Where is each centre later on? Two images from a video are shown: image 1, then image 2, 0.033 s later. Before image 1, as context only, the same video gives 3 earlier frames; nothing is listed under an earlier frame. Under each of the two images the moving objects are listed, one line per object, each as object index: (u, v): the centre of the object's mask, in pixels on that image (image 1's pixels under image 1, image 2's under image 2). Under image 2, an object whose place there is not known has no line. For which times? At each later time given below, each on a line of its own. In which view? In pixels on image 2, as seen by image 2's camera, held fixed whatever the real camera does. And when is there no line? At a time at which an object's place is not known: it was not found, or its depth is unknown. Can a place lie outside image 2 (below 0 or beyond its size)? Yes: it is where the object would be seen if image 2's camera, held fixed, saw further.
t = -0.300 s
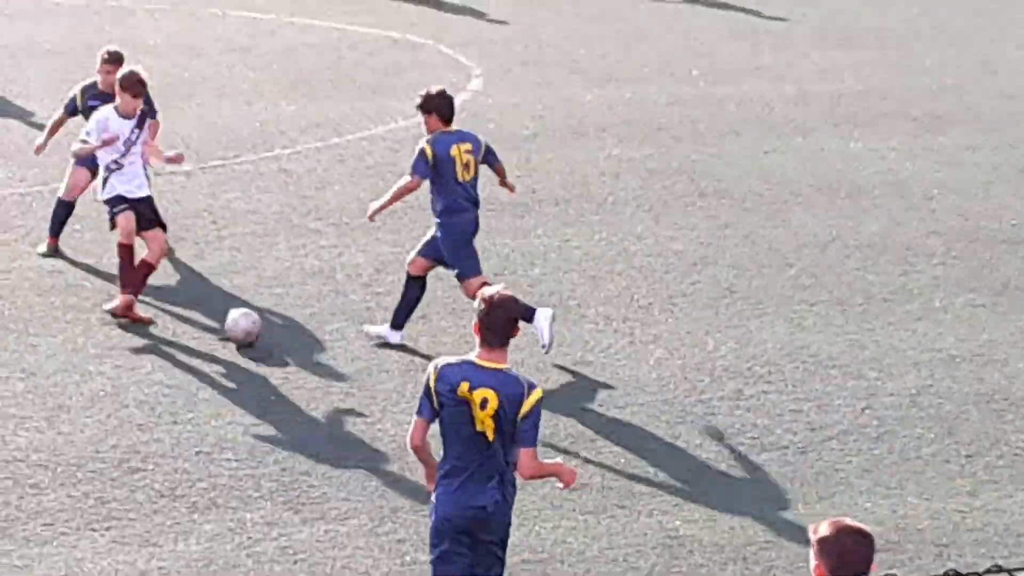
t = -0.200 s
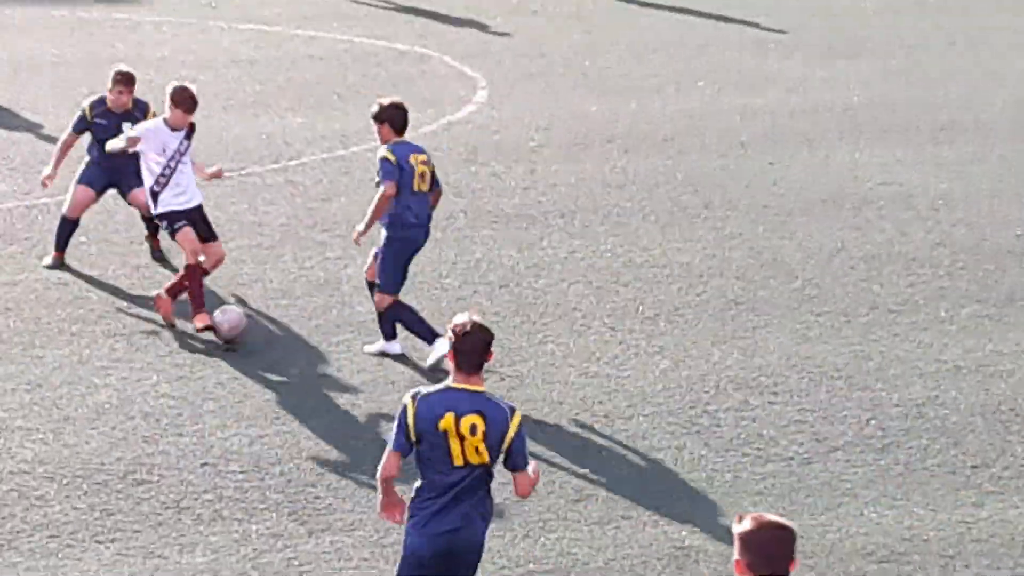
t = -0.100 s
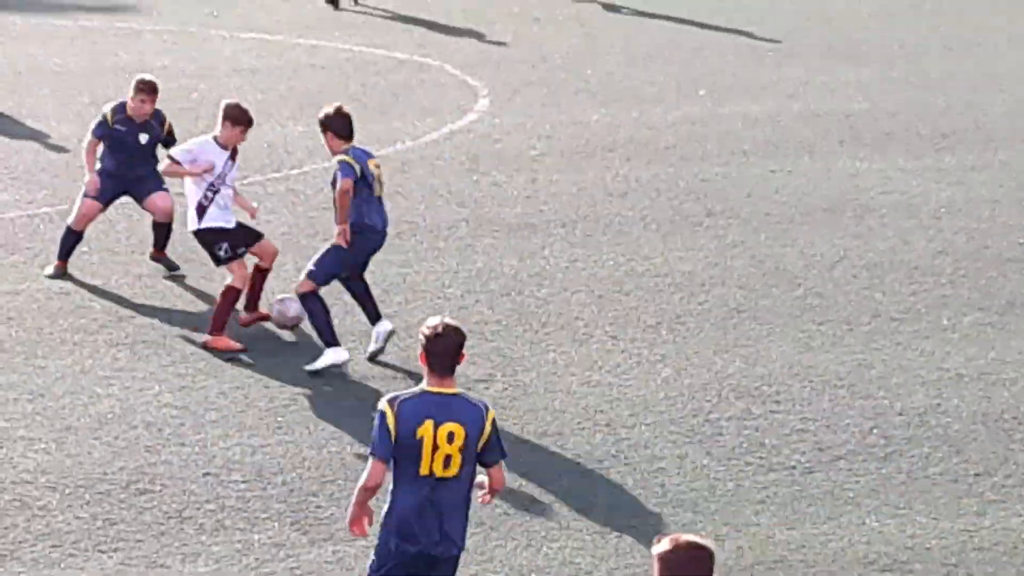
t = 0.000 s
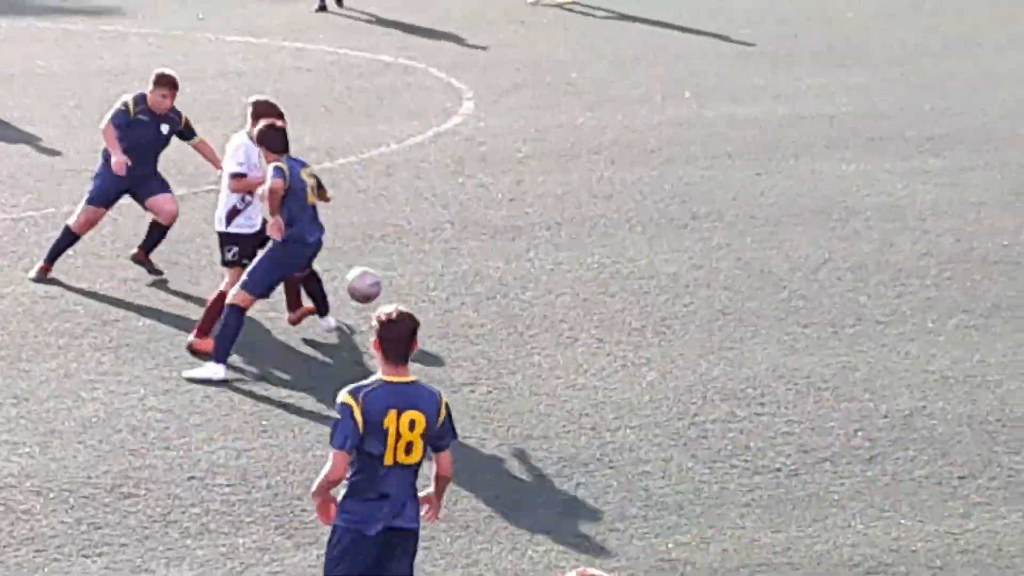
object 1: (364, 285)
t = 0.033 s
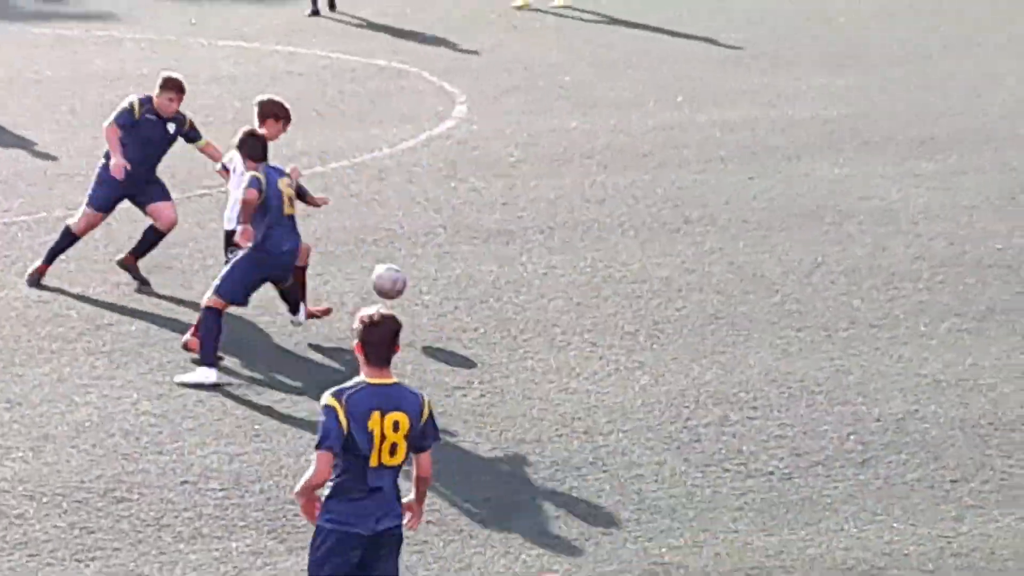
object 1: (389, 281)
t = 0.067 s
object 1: (421, 276)
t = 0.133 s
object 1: (485, 269)
